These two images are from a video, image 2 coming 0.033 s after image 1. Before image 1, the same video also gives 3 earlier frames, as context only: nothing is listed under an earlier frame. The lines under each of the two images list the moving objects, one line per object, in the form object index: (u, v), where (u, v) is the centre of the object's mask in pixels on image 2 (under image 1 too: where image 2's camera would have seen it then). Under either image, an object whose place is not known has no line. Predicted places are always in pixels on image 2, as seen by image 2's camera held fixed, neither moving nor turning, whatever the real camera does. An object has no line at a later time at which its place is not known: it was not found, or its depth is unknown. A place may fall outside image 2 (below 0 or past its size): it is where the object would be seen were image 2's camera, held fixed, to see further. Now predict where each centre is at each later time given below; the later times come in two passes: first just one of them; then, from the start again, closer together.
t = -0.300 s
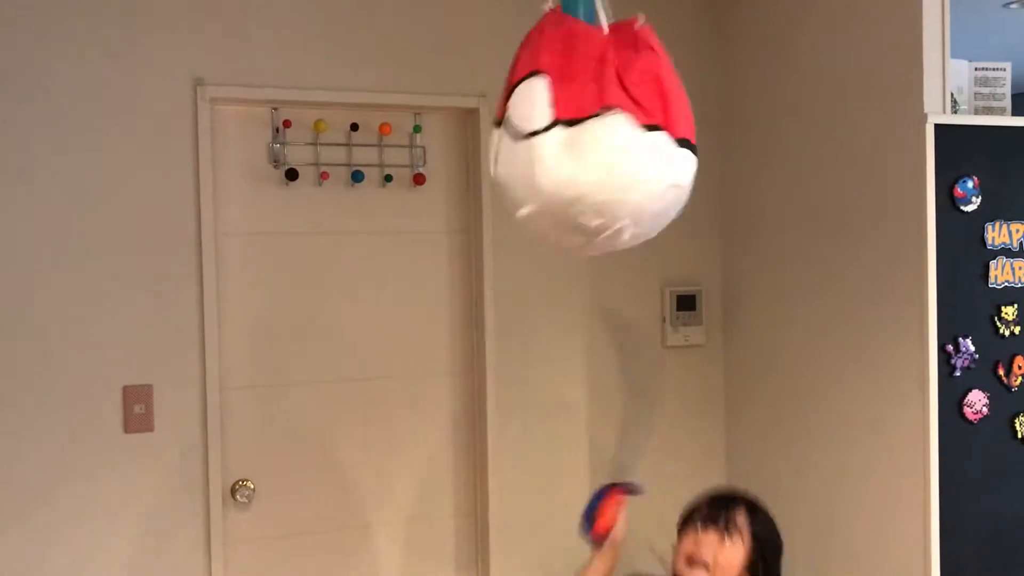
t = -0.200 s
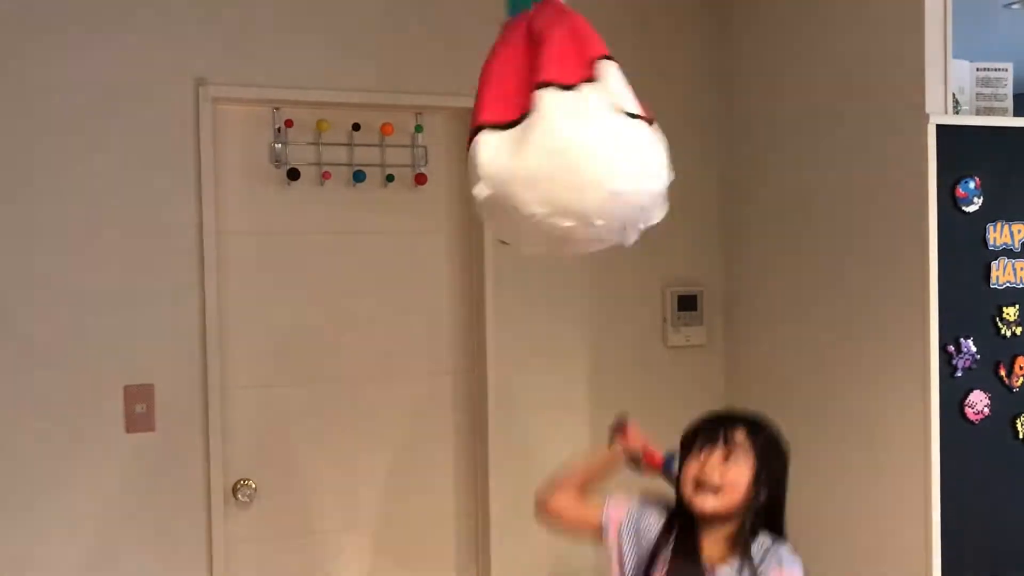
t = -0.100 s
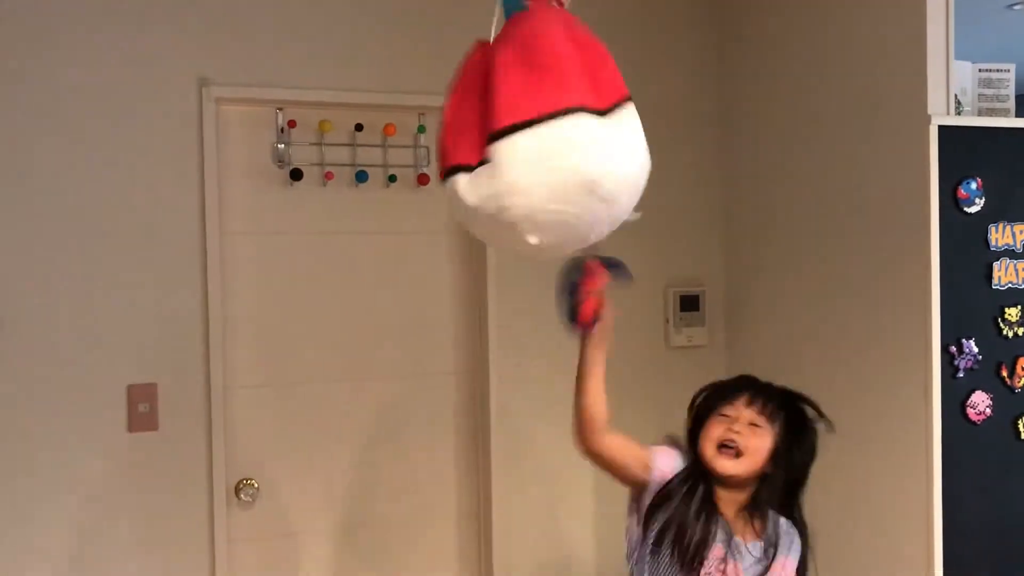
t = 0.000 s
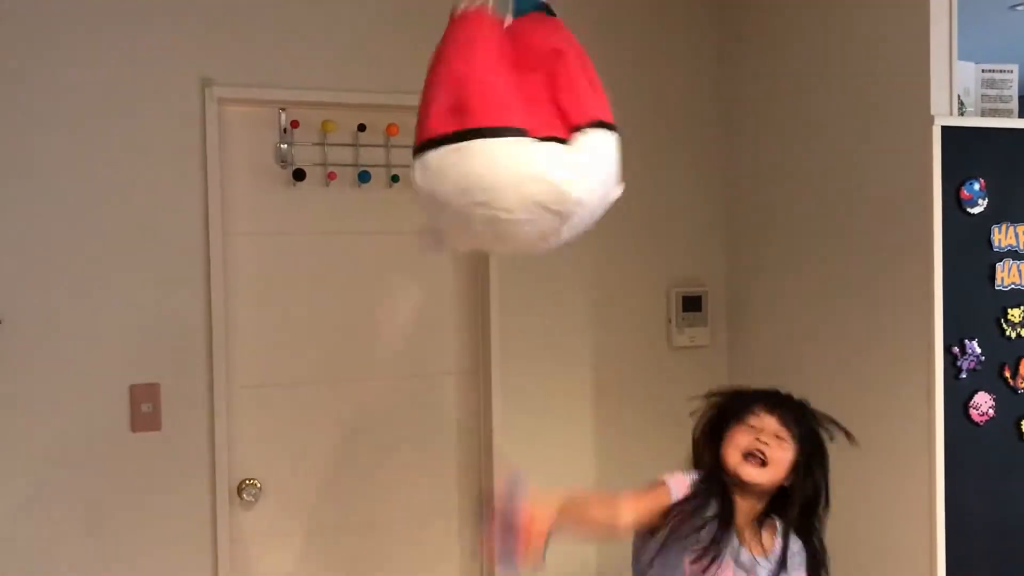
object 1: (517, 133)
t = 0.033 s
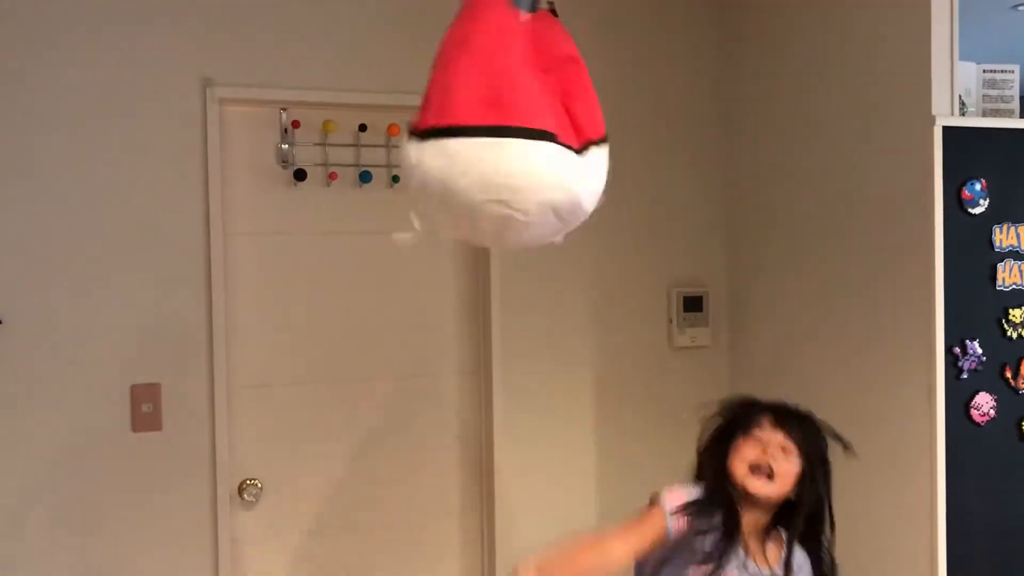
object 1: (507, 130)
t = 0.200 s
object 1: (459, 113)
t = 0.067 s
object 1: (498, 131)
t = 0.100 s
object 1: (489, 124)
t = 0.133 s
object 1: (484, 117)
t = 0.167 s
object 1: (471, 115)
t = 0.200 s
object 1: (459, 113)
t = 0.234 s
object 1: (453, 114)
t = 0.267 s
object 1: (446, 115)
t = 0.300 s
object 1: (445, 114)
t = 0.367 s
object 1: (458, 113)
